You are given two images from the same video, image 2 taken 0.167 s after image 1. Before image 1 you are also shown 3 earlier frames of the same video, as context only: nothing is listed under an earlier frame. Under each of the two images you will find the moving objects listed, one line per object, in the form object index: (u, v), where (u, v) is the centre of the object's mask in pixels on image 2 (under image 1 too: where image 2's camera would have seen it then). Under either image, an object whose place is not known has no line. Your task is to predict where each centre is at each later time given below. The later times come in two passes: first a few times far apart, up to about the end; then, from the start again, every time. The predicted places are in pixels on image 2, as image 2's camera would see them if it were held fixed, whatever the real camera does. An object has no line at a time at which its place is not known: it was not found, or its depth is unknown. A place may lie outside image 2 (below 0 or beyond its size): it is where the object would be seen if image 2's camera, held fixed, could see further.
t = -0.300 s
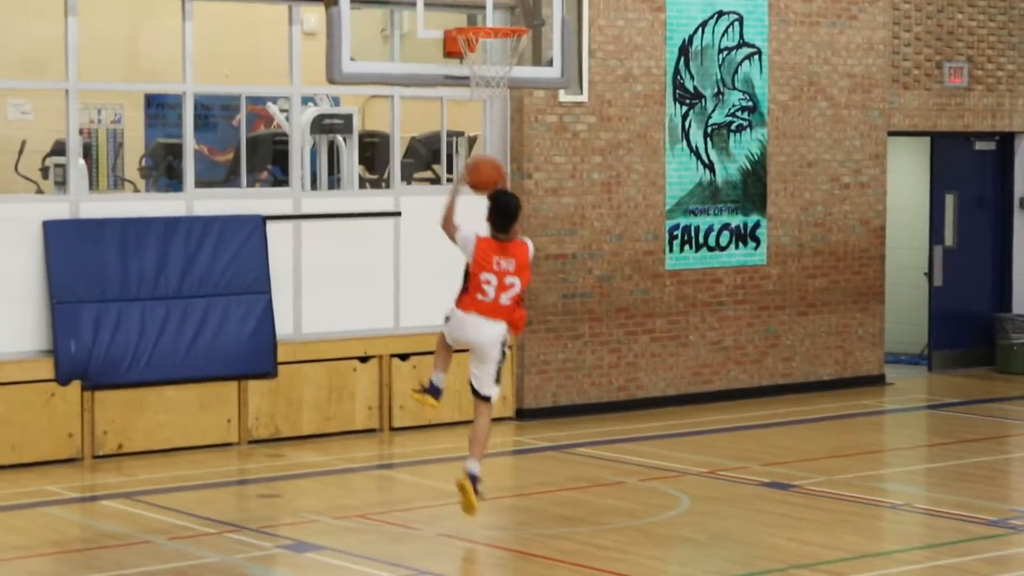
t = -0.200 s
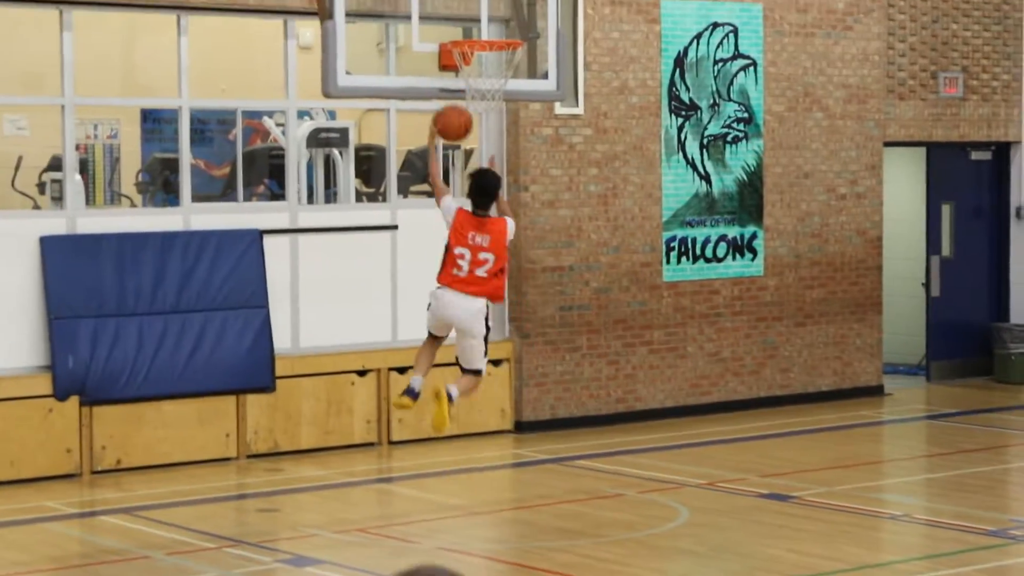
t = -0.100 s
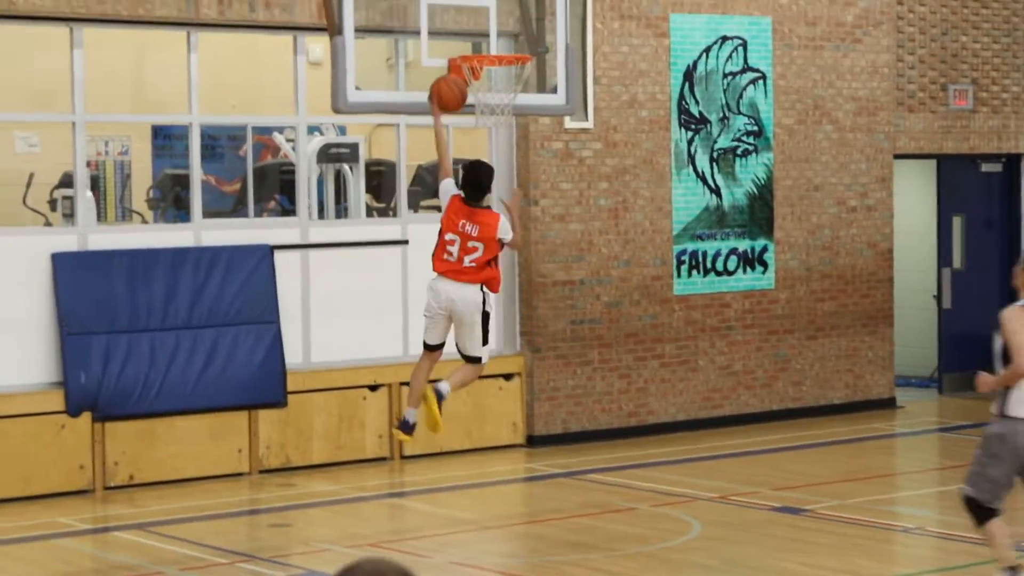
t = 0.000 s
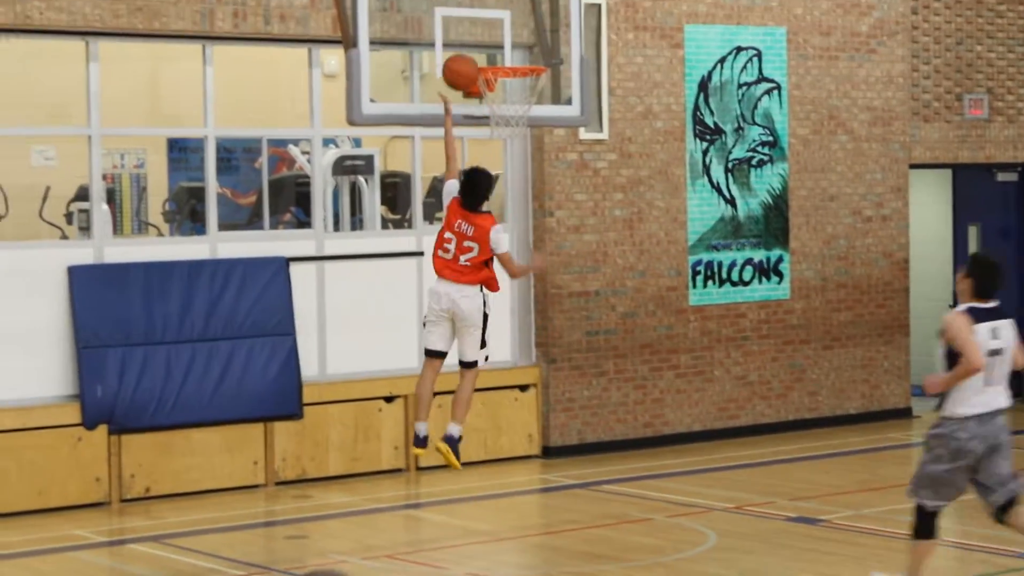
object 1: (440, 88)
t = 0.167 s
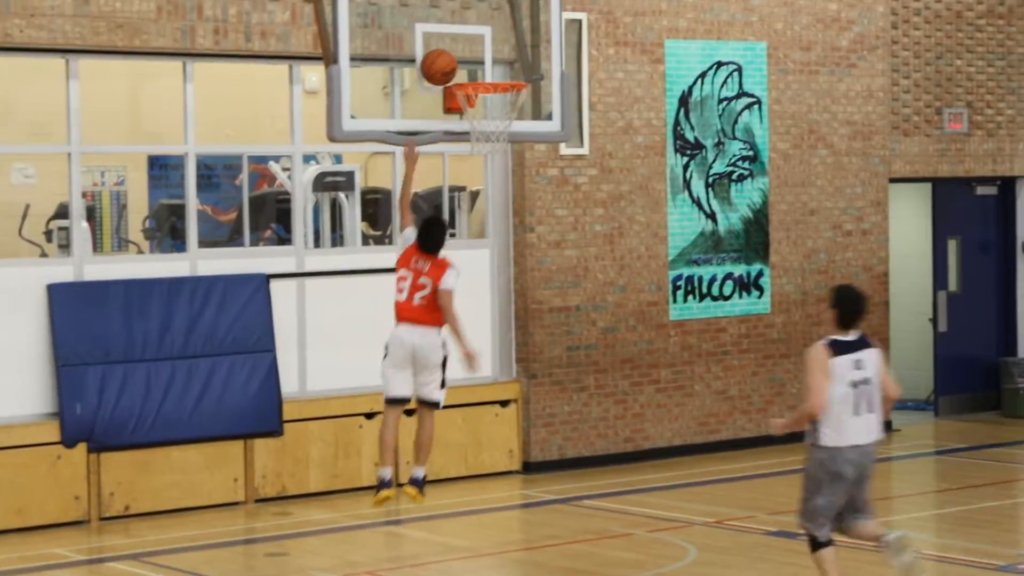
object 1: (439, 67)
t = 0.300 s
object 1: (457, 63)
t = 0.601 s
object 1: (493, 124)
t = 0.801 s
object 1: (504, 195)
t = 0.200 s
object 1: (440, 67)
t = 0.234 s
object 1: (448, 66)
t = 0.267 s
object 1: (454, 65)
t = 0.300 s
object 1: (457, 63)
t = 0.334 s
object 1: (461, 64)
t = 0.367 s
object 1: (465, 66)
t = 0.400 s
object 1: (469, 68)
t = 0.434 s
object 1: (473, 71)
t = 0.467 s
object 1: (477, 82)
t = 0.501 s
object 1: (480, 97)
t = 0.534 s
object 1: (484, 103)
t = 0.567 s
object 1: (489, 113)
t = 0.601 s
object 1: (493, 124)
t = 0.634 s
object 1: (495, 132)
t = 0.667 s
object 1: (496, 142)
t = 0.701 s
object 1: (499, 152)
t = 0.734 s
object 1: (500, 165)
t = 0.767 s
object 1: (502, 179)
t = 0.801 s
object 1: (504, 195)
